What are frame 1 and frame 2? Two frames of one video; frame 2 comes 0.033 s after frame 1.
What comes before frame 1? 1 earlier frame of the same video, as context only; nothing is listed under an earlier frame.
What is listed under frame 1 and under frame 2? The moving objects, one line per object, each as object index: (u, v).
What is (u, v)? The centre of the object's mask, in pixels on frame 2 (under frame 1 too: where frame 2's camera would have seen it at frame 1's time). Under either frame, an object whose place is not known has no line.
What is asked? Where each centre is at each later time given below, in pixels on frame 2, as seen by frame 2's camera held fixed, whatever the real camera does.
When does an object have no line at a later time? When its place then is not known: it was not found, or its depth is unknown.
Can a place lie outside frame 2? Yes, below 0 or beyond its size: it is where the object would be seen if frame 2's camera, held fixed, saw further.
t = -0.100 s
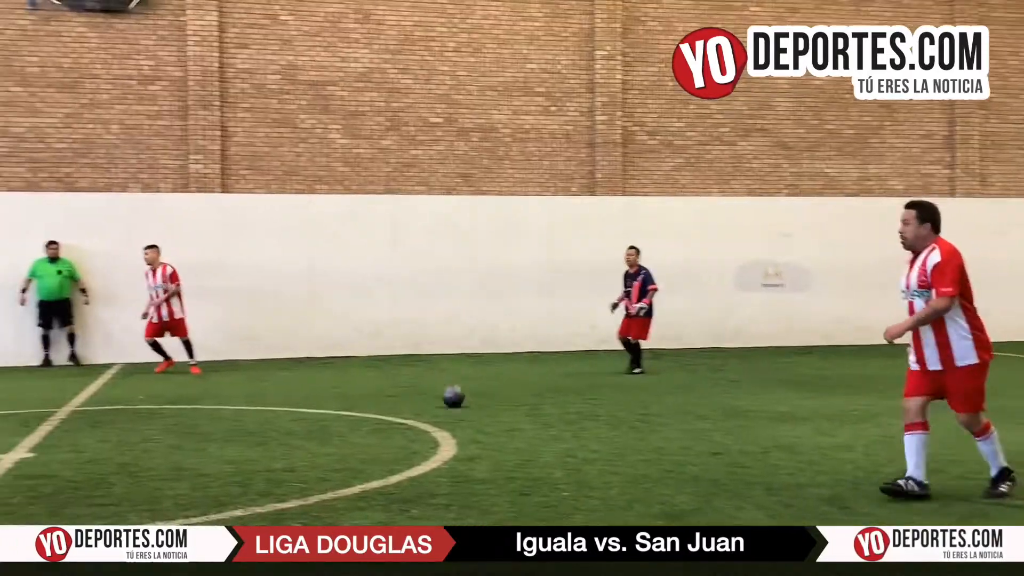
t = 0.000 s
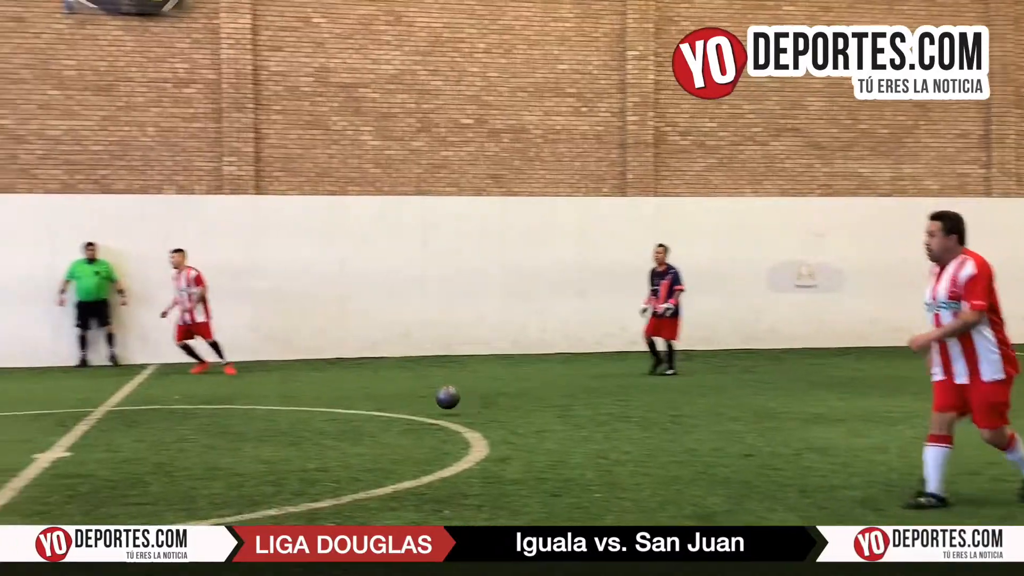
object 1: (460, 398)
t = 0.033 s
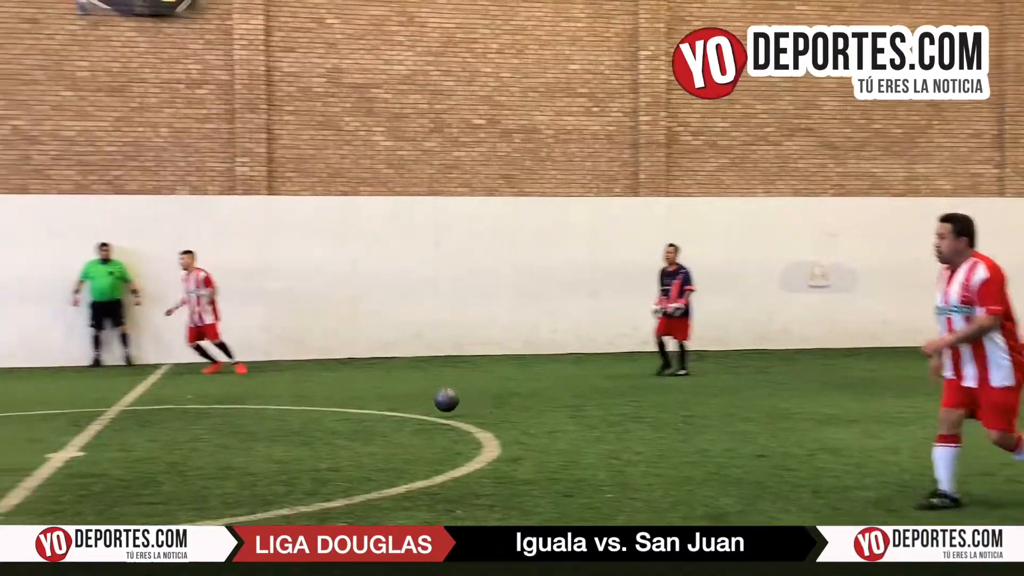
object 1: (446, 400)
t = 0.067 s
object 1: (433, 404)
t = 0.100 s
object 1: (419, 410)
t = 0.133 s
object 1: (405, 412)
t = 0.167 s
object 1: (393, 412)
